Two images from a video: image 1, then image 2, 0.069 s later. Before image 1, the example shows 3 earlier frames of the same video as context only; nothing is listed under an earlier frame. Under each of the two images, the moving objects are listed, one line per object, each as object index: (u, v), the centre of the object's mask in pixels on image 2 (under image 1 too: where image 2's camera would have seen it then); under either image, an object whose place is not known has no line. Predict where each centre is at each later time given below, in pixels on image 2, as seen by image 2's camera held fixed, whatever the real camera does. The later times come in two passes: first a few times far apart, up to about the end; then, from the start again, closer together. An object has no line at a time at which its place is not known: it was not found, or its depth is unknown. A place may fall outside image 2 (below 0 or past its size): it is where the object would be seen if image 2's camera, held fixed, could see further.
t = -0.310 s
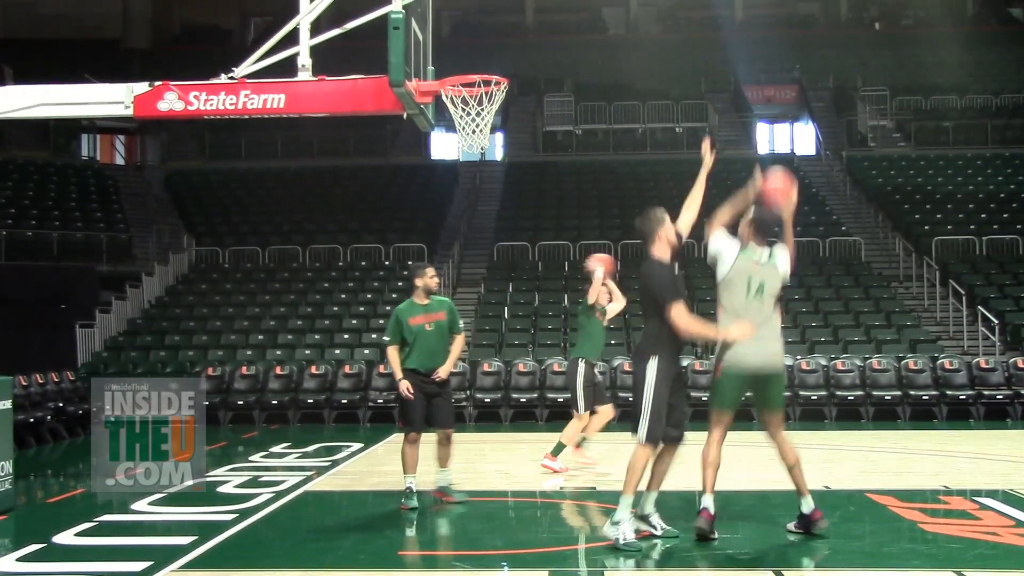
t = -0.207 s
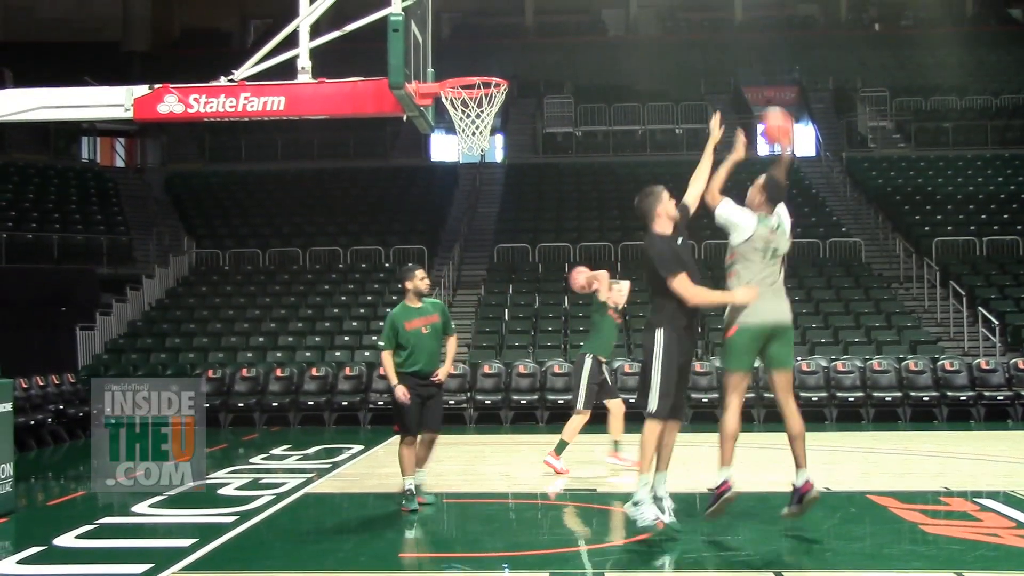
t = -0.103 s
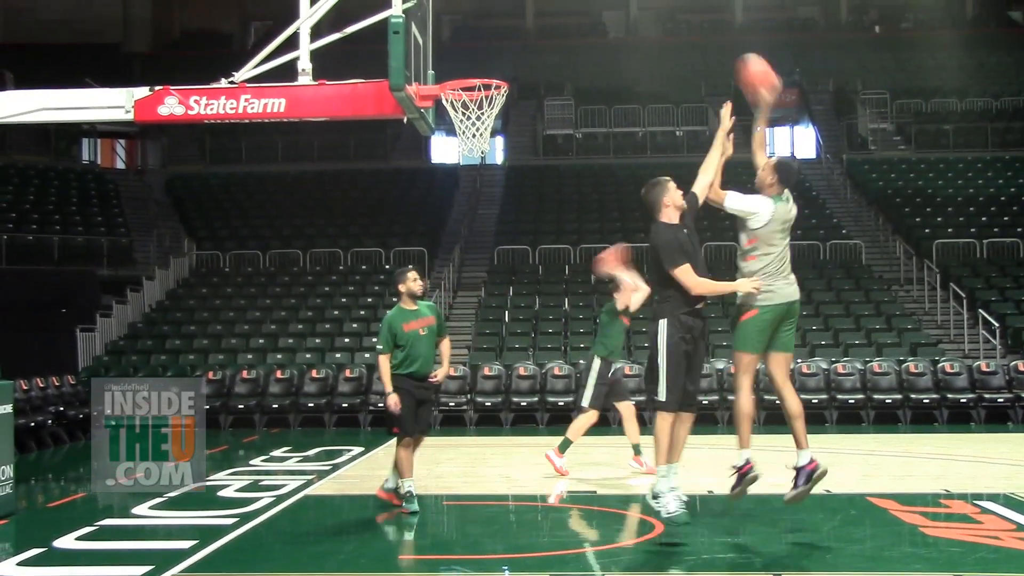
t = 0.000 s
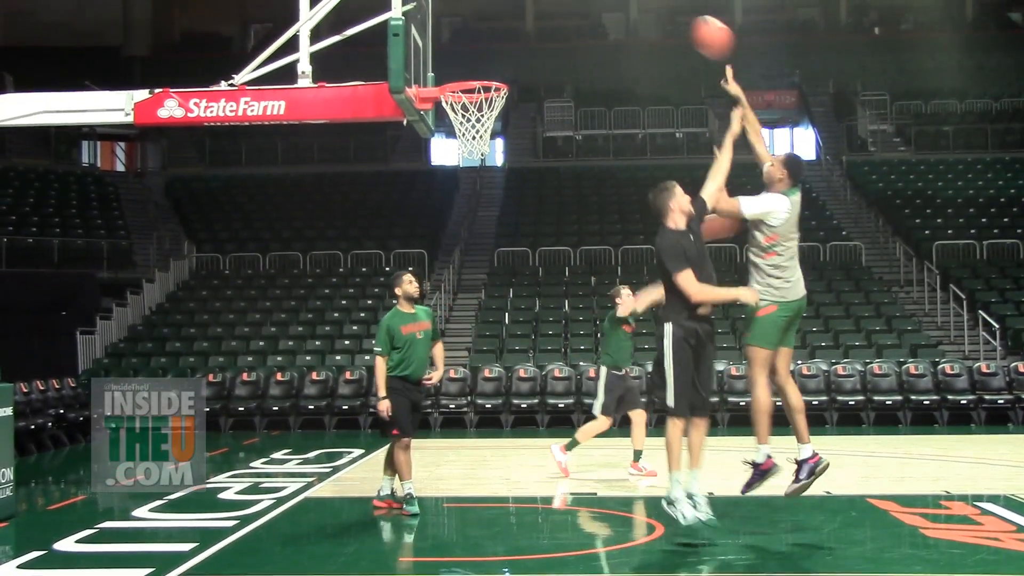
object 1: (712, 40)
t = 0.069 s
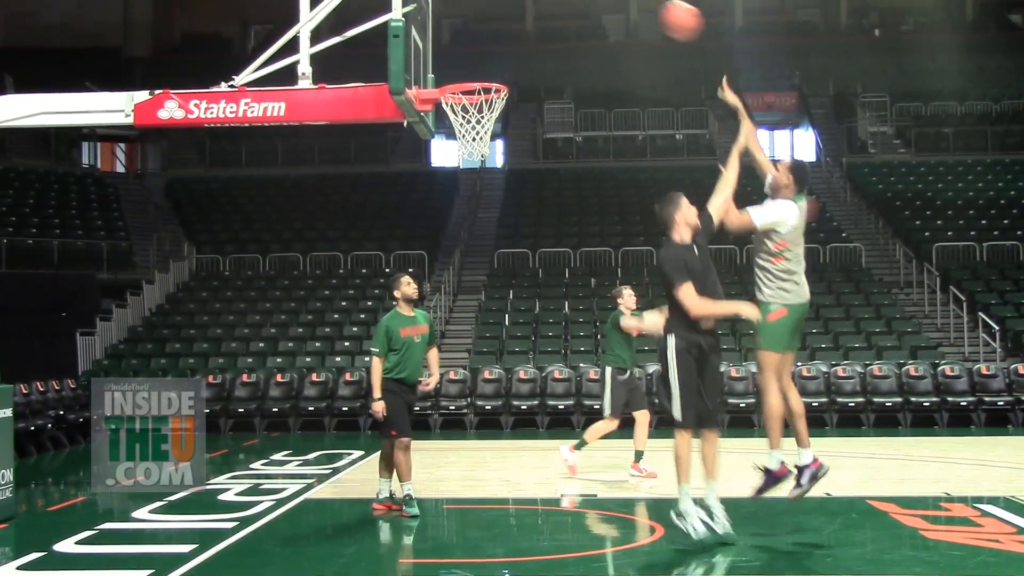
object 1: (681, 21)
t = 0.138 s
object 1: (651, 12)
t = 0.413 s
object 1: (516, 31)
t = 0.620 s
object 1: (461, 85)
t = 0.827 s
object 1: (491, 68)
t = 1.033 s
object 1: (494, 64)
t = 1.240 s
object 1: (511, 81)
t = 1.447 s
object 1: (536, 173)
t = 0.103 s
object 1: (666, 15)
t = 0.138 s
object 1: (651, 12)
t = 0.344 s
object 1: (545, 14)
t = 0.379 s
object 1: (530, 22)
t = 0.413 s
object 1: (516, 31)
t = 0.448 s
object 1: (502, 41)
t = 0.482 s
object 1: (488, 53)
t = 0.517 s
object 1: (474, 63)
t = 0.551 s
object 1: (462, 71)
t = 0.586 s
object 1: (461, 74)
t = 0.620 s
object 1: (461, 85)
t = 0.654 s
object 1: (469, 81)
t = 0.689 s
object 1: (480, 75)
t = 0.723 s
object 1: (489, 74)
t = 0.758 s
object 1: (490, 71)
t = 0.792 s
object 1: (491, 69)
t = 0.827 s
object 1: (491, 68)
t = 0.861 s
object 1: (492, 68)
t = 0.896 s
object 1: (492, 66)
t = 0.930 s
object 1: (492, 65)
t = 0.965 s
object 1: (492, 65)
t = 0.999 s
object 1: (492, 64)
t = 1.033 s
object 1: (494, 64)
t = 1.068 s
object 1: (496, 64)
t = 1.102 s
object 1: (498, 65)
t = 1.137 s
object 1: (501, 67)
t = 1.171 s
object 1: (504, 70)
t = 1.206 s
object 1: (507, 75)
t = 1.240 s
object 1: (511, 81)
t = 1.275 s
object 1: (514, 90)
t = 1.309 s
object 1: (518, 100)
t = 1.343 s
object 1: (521, 111)
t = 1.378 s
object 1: (528, 139)
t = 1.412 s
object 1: (531, 155)
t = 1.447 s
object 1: (536, 173)
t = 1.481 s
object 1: (538, 193)
